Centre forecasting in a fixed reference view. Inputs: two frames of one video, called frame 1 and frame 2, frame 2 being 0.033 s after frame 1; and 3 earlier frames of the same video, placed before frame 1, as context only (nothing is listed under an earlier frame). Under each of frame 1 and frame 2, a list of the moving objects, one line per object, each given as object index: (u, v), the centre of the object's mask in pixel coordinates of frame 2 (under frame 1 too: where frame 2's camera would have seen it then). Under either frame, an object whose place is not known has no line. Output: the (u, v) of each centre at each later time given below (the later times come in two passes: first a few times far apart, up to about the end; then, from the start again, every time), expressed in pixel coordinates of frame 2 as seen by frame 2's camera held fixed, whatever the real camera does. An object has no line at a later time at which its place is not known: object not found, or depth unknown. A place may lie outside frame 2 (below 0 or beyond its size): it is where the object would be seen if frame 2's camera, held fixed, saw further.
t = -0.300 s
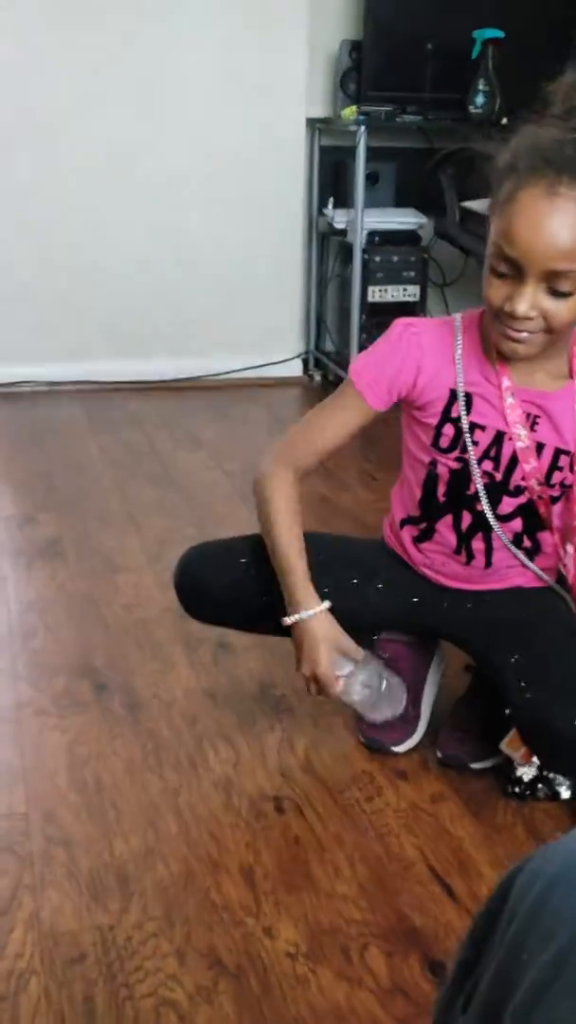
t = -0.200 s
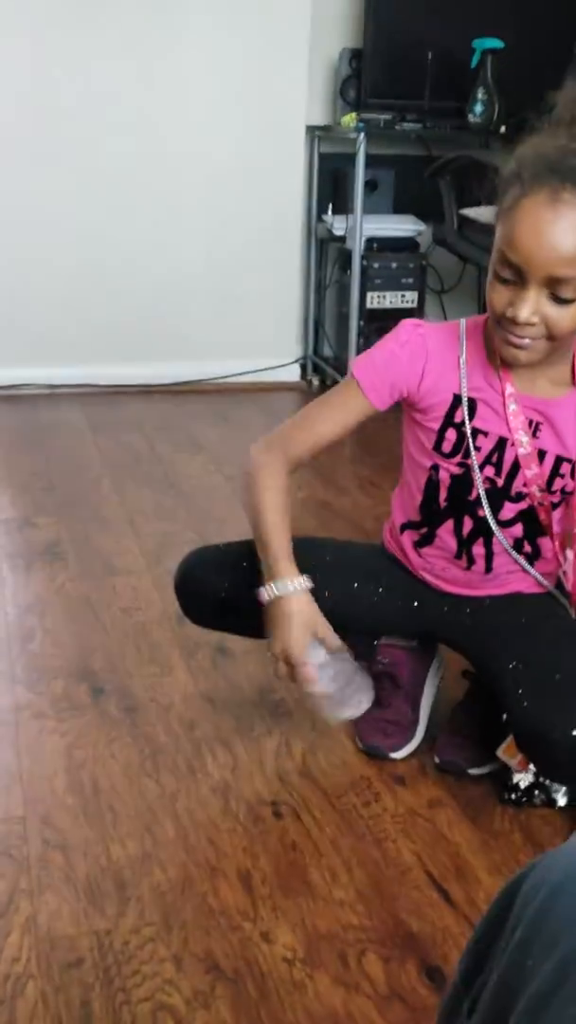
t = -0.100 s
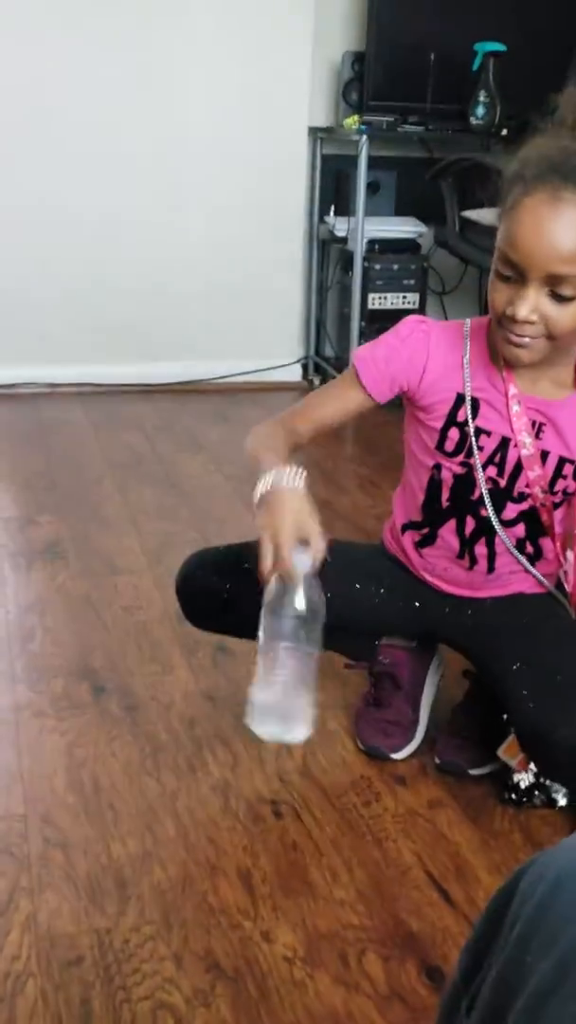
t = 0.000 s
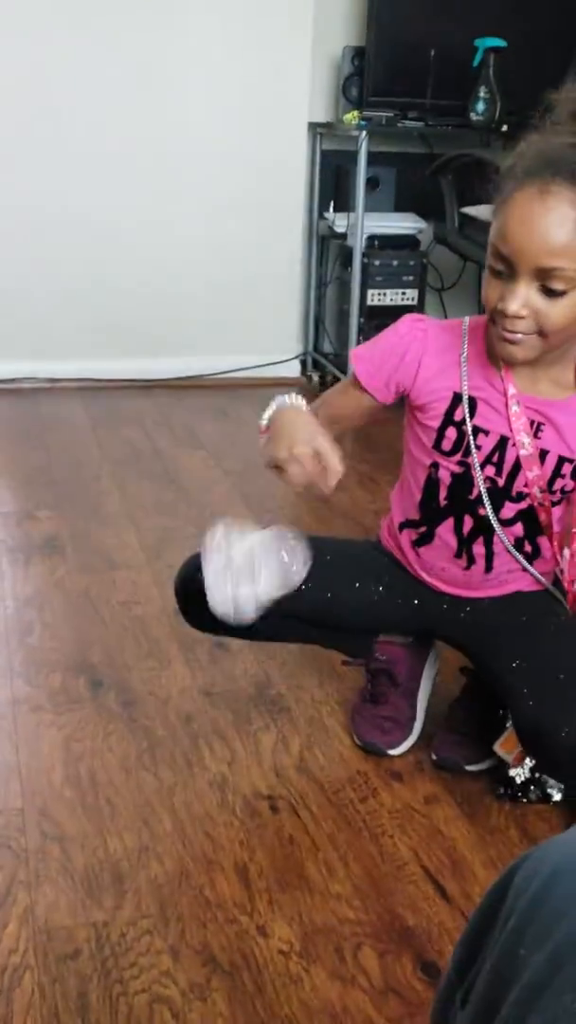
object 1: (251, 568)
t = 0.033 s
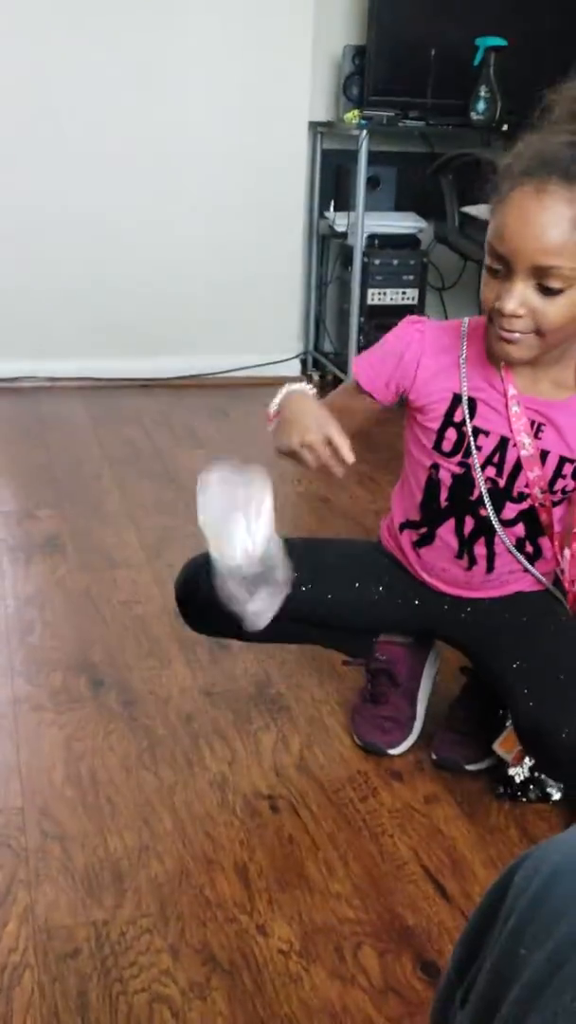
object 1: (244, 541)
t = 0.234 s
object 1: (168, 410)
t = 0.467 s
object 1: (110, 869)
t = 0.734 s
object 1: (96, 981)
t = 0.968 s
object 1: (86, 1000)
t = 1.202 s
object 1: (72, 1052)
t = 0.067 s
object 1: (227, 528)
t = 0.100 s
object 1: (208, 504)
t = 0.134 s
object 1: (191, 473)
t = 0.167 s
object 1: (178, 442)
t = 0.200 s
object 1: (169, 418)
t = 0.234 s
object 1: (168, 410)
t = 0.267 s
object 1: (161, 430)
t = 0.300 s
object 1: (151, 468)
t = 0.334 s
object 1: (142, 520)
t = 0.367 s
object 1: (133, 590)
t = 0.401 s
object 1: (124, 671)
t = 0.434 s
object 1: (117, 763)
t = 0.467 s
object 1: (110, 869)
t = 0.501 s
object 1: (109, 932)
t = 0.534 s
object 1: (110, 958)
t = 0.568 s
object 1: (103, 956)
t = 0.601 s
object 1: (97, 956)
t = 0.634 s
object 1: (95, 958)
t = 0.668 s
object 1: (96, 961)
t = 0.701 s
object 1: (96, 967)
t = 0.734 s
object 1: (96, 981)
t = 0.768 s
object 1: (93, 991)
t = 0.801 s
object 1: (91, 992)
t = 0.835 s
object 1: (89, 994)
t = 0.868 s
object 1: (87, 995)
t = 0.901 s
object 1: (87, 996)
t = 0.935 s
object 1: (87, 997)
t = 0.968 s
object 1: (86, 1000)
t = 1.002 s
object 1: (85, 1004)
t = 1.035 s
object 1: (85, 1010)
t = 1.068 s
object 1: (84, 1015)
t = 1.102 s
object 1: (81, 1022)
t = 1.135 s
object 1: (77, 1032)
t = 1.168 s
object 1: (73, 1043)
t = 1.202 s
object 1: (72, 1052)
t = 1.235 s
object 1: (72, 1055)
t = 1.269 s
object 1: (72, 1054)
